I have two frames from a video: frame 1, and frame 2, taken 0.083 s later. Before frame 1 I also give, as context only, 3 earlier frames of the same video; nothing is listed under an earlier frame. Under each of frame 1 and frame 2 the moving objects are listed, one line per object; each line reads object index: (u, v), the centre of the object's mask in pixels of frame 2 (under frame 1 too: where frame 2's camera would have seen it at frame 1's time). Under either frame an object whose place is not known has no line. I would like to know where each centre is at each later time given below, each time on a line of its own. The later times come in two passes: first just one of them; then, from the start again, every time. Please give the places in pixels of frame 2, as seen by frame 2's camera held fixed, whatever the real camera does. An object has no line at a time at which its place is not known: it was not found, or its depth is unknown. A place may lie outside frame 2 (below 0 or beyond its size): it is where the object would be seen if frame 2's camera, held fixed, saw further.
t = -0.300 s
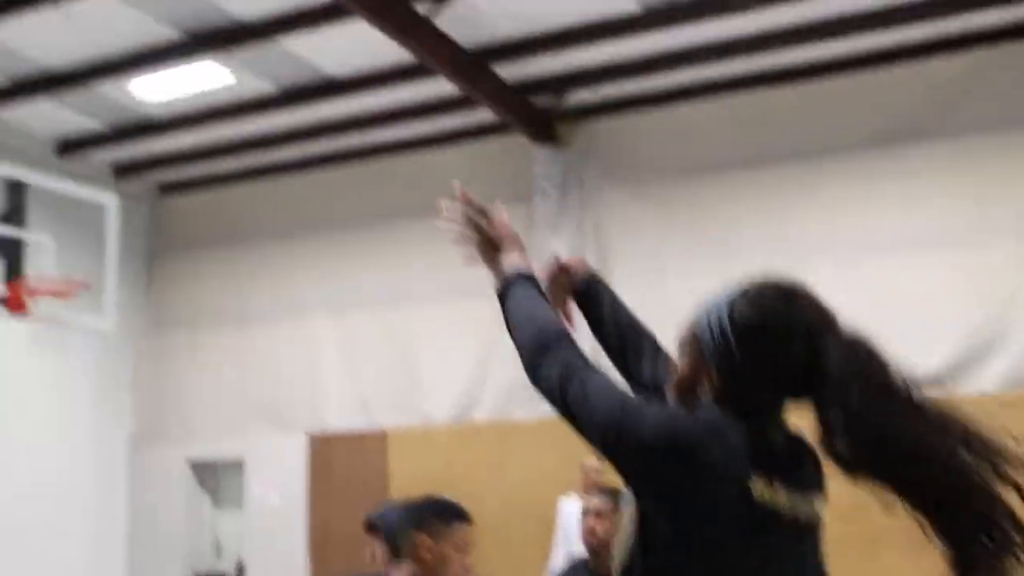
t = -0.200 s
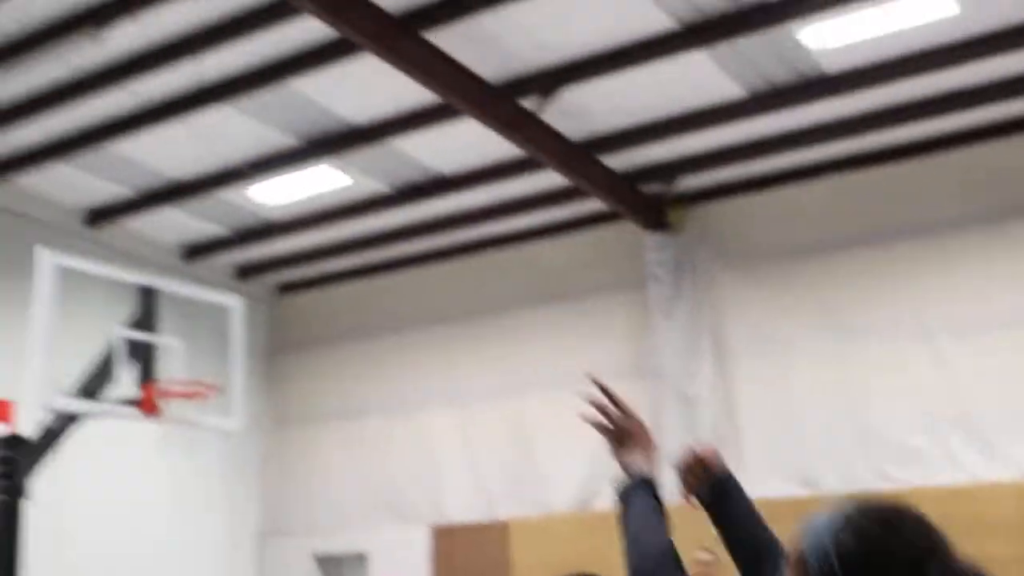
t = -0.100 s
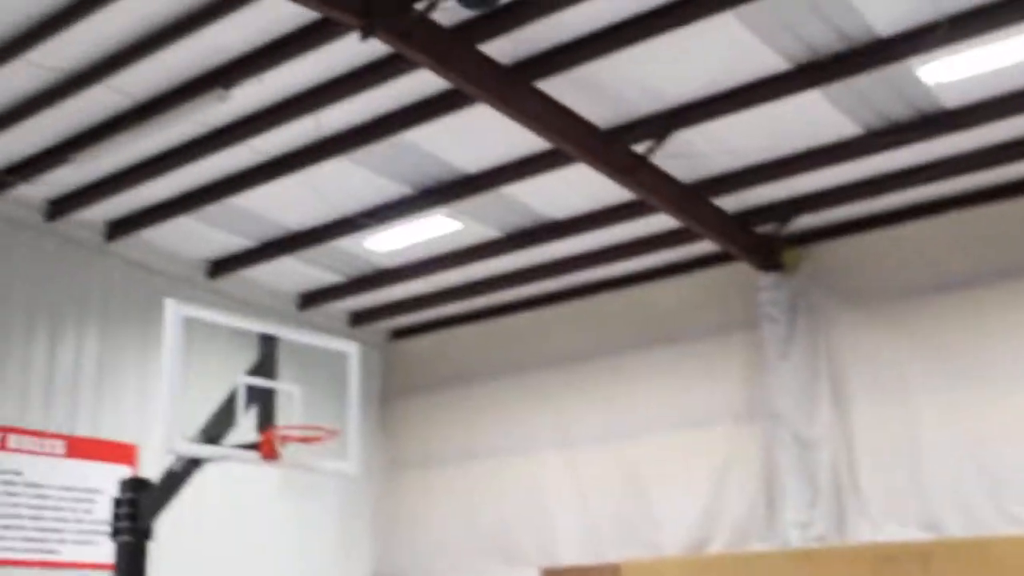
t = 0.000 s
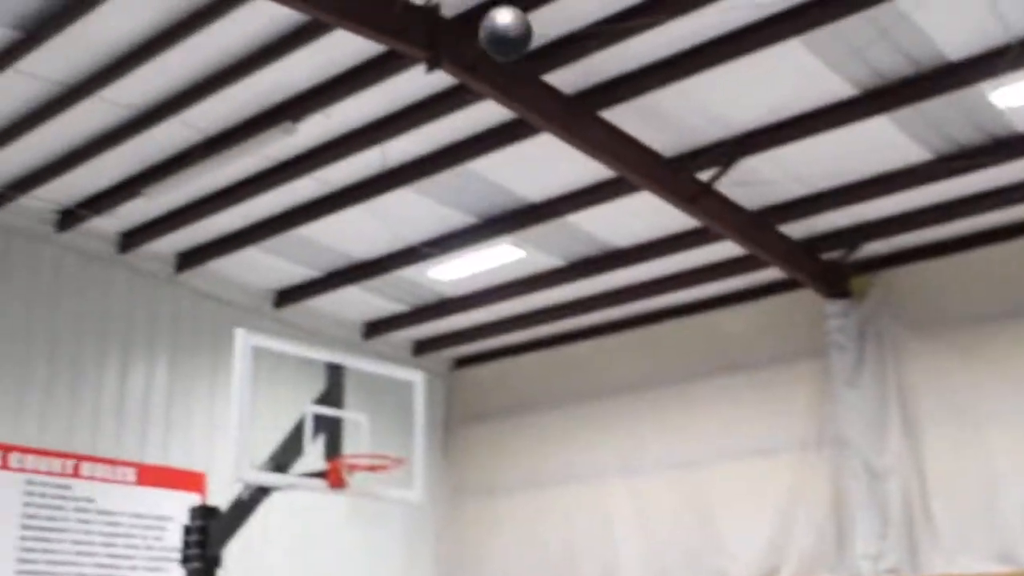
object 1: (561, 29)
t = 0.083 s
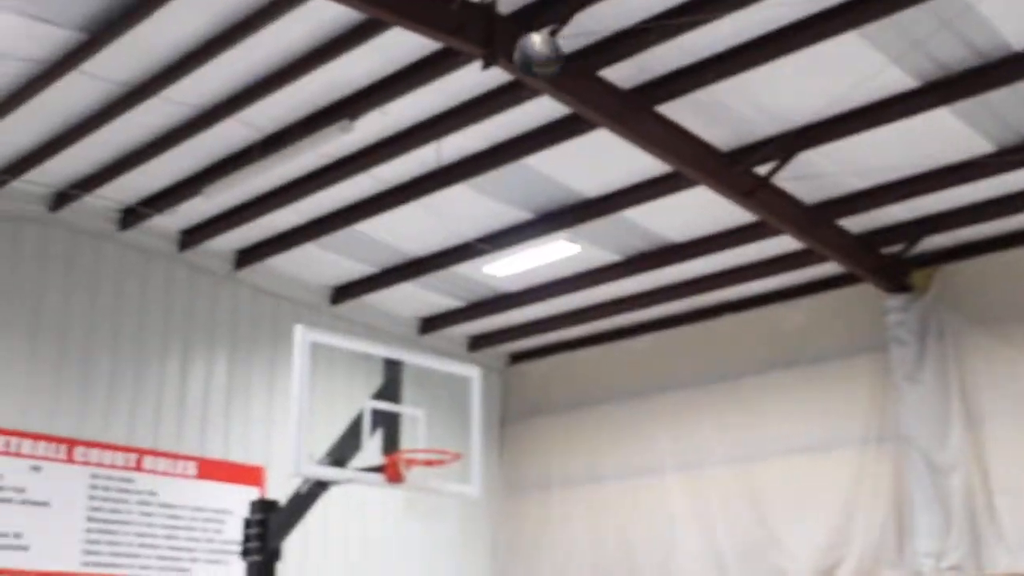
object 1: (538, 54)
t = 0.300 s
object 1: (488, 159)
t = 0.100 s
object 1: (533, 60)
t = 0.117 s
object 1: (529, 67)
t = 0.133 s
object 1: (525, 74)
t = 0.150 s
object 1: (521, 82)
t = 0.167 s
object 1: (517, 91)
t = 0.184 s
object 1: (513, 99)
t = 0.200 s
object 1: (510, 106)
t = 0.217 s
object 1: (505, 115)
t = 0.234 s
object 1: (502, 123)
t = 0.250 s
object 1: (499, 132)
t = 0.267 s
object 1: (496, 141)
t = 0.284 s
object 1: (492, 150)
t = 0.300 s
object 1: (488, 159)
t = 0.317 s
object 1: (485, 169)
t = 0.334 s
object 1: (482, 179)
